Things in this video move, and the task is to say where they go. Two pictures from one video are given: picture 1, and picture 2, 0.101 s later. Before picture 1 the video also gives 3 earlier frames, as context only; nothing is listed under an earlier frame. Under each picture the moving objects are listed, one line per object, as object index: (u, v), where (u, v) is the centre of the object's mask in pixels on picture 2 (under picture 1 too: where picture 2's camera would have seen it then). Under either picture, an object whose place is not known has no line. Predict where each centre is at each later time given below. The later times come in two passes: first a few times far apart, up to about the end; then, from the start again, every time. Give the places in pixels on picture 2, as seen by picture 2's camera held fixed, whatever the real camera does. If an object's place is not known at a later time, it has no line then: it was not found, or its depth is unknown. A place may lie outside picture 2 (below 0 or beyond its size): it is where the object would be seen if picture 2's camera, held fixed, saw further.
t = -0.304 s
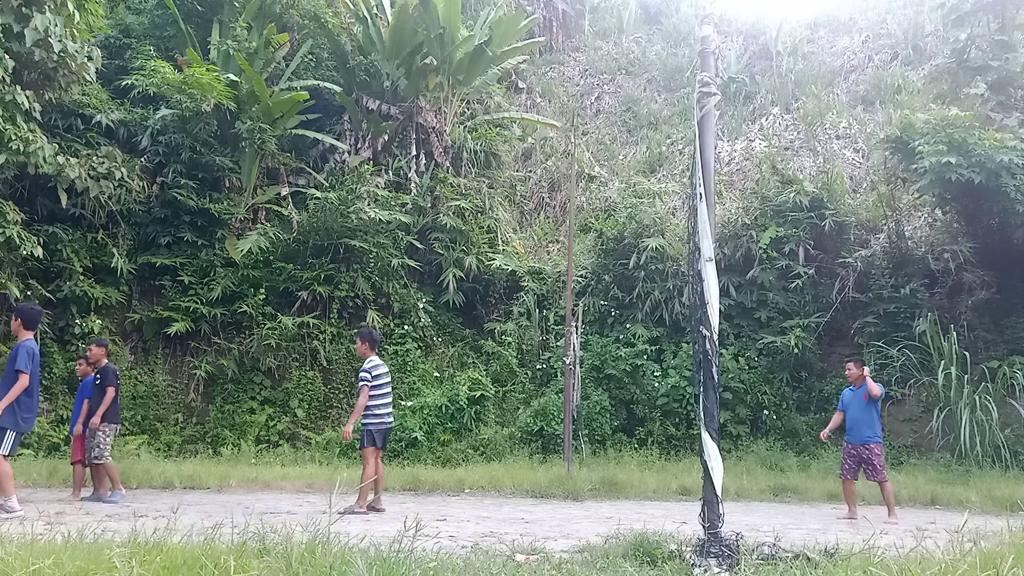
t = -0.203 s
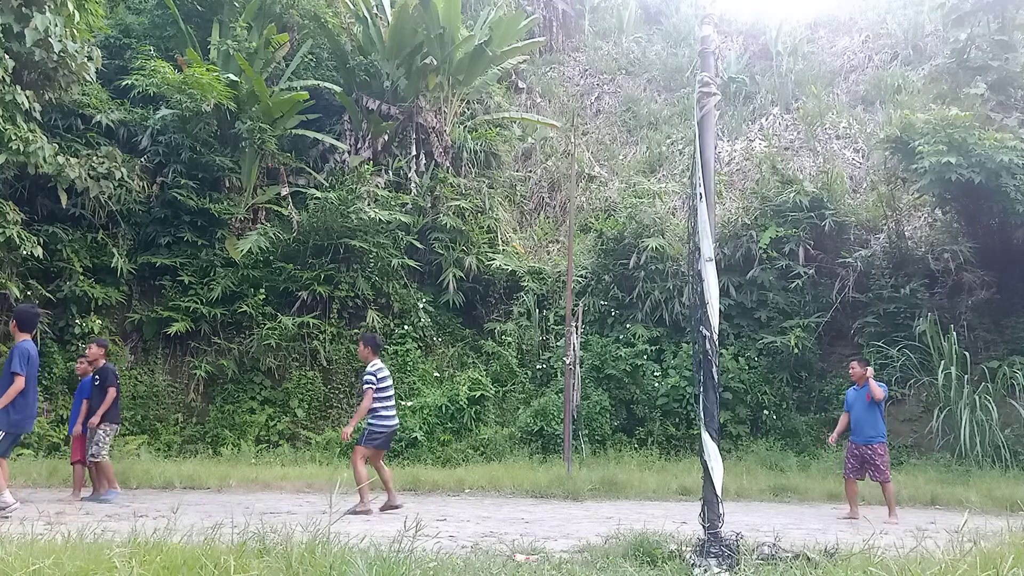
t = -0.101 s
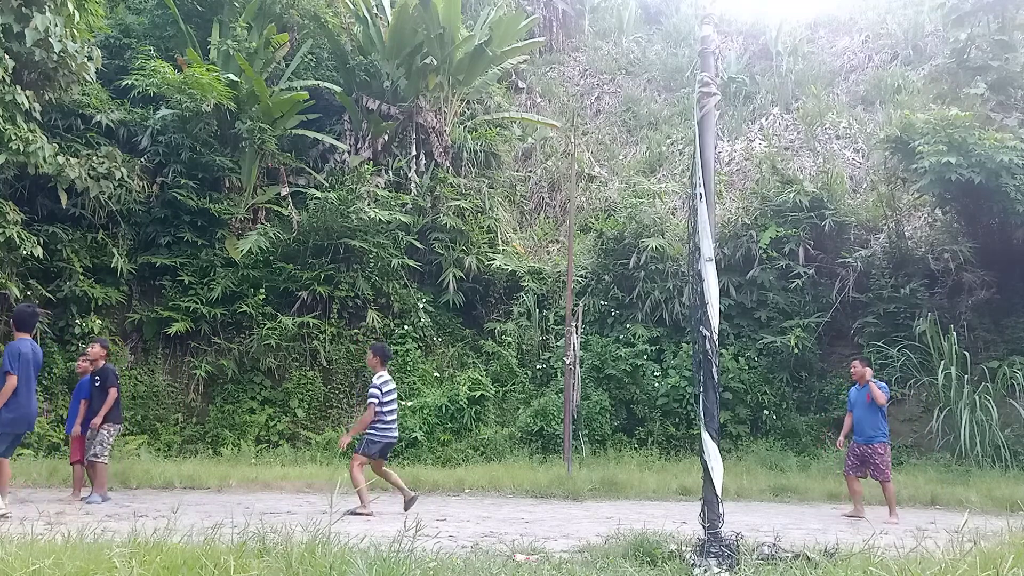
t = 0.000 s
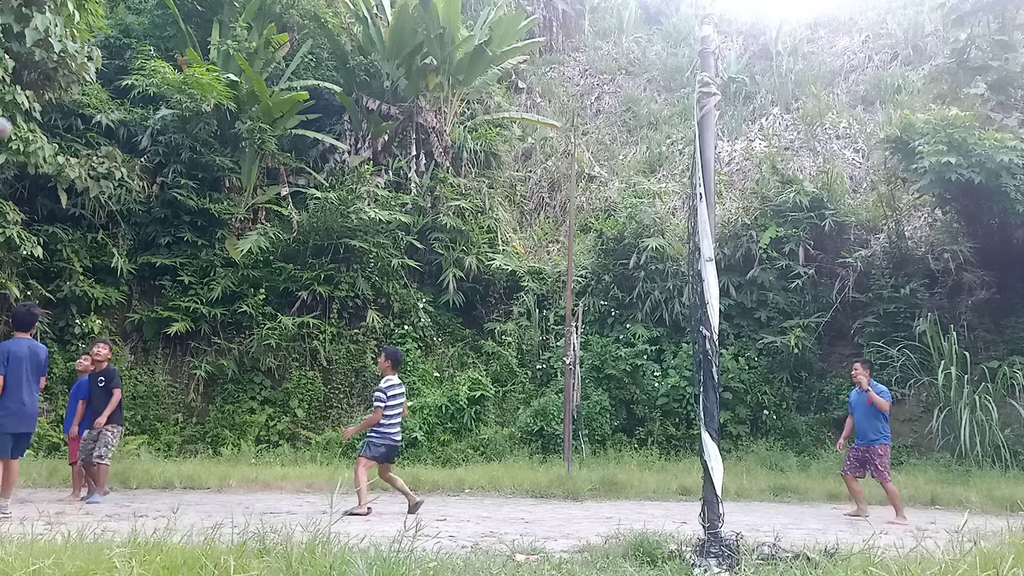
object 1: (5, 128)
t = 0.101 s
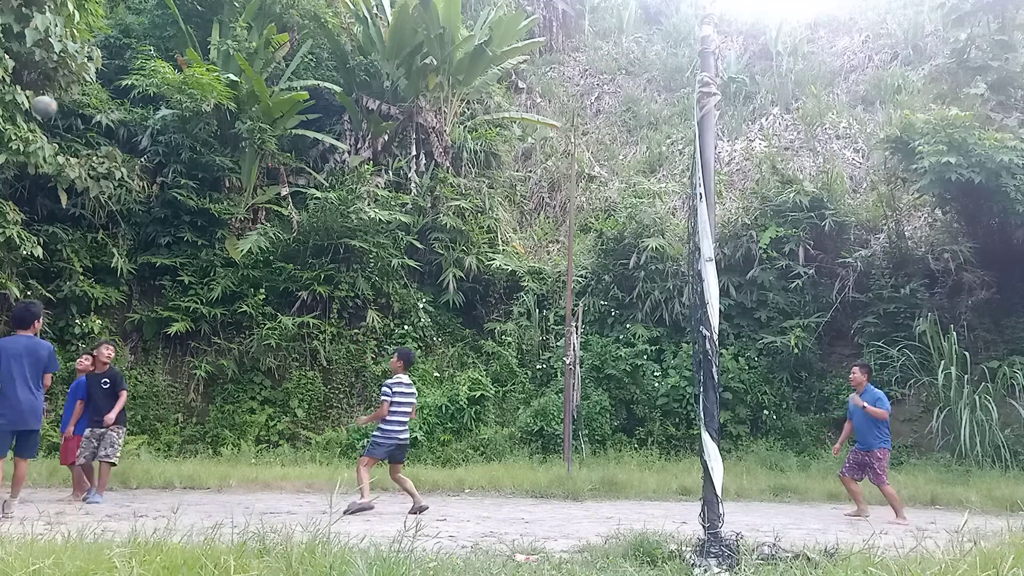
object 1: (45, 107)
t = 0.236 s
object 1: (105, 90)
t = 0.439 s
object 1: (184, 100)
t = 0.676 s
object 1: (267, 153)
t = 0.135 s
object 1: (60, 102)
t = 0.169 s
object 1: (76, 97)
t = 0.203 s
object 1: (91, 92)
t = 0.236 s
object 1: (105, 90)
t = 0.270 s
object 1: (117, 90)
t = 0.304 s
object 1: (130, 90)
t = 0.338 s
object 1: (144, 92)
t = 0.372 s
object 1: (158, 94)
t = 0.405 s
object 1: (172, 96)
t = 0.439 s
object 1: (184, 100)
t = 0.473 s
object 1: (196, 104)
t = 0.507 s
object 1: (207, 111)
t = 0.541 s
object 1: (220, 119)
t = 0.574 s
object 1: (232, 127)
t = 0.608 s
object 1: (244, 135)
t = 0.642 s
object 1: (256, 143)
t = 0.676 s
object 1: (267, 153)
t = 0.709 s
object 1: (276, 167)
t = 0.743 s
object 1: (288, 178)
